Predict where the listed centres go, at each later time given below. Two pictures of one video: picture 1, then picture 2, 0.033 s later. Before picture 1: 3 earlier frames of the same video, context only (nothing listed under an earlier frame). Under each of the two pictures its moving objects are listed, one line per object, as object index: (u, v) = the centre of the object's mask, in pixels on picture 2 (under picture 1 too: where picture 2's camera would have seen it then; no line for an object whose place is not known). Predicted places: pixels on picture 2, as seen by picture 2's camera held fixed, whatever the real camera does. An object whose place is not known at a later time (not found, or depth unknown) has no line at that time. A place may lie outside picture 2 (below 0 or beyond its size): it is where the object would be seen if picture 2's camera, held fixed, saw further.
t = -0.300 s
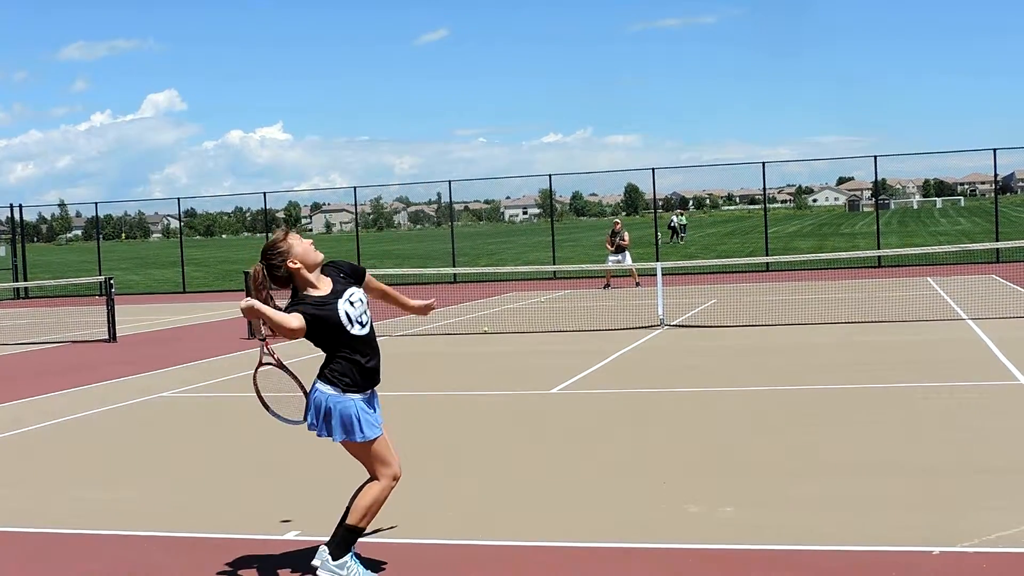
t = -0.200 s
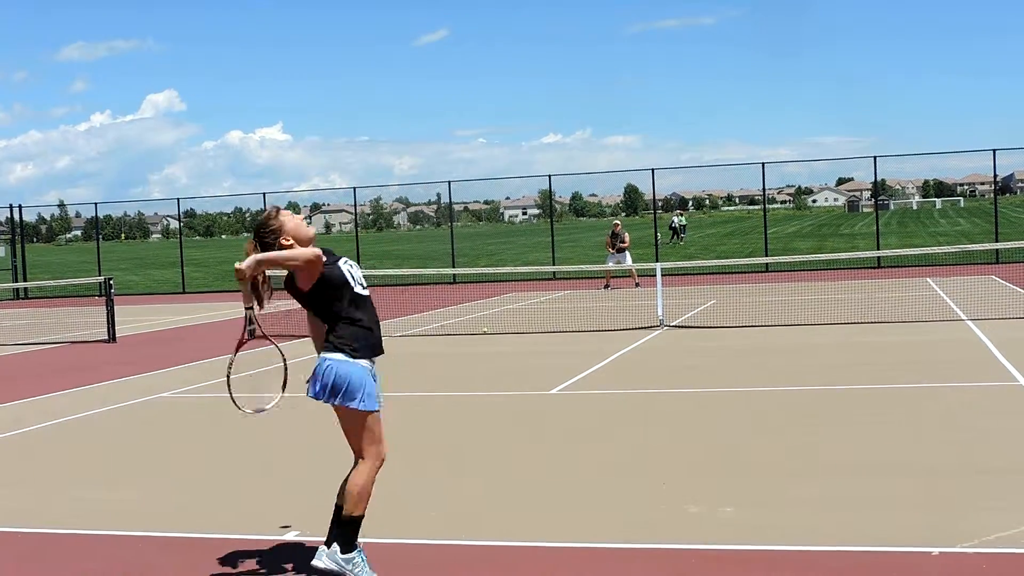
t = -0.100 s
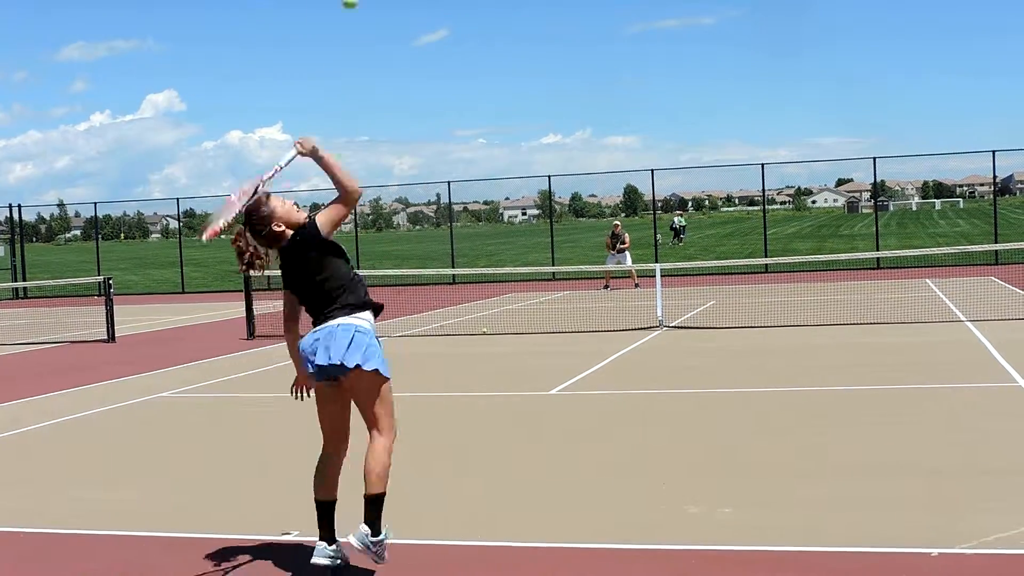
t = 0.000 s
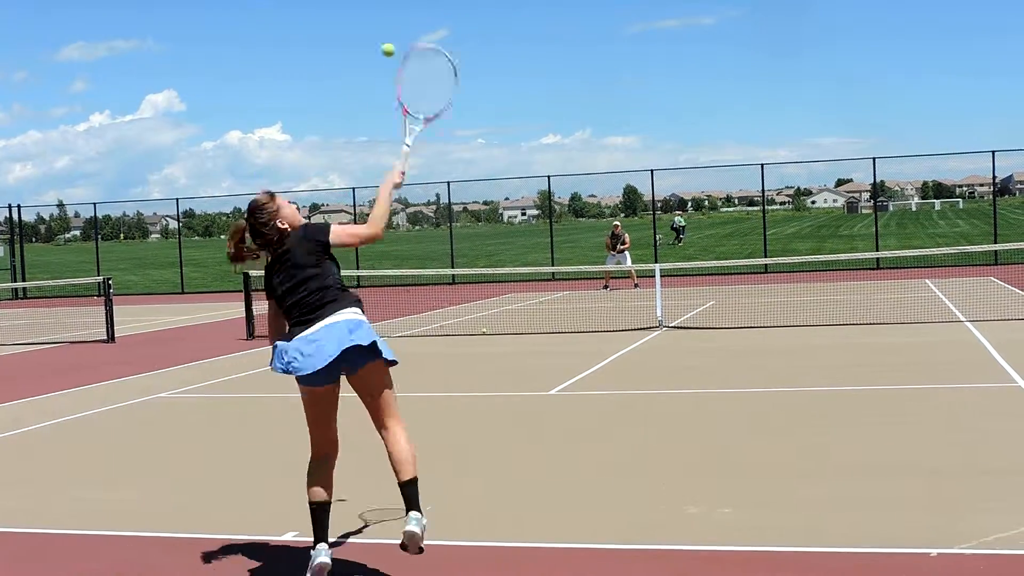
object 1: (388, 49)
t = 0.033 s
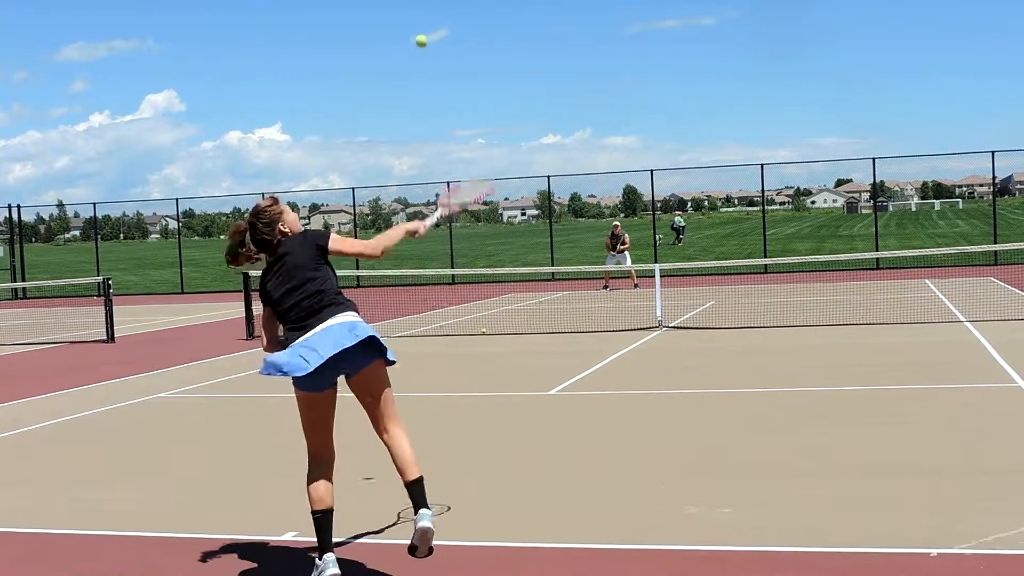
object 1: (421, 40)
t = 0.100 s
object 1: (470, 31)
